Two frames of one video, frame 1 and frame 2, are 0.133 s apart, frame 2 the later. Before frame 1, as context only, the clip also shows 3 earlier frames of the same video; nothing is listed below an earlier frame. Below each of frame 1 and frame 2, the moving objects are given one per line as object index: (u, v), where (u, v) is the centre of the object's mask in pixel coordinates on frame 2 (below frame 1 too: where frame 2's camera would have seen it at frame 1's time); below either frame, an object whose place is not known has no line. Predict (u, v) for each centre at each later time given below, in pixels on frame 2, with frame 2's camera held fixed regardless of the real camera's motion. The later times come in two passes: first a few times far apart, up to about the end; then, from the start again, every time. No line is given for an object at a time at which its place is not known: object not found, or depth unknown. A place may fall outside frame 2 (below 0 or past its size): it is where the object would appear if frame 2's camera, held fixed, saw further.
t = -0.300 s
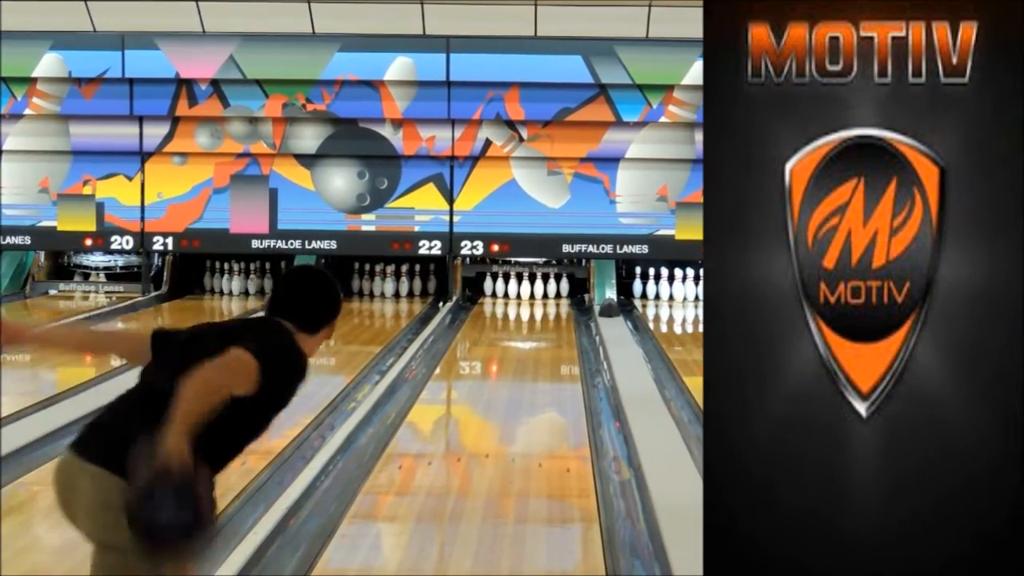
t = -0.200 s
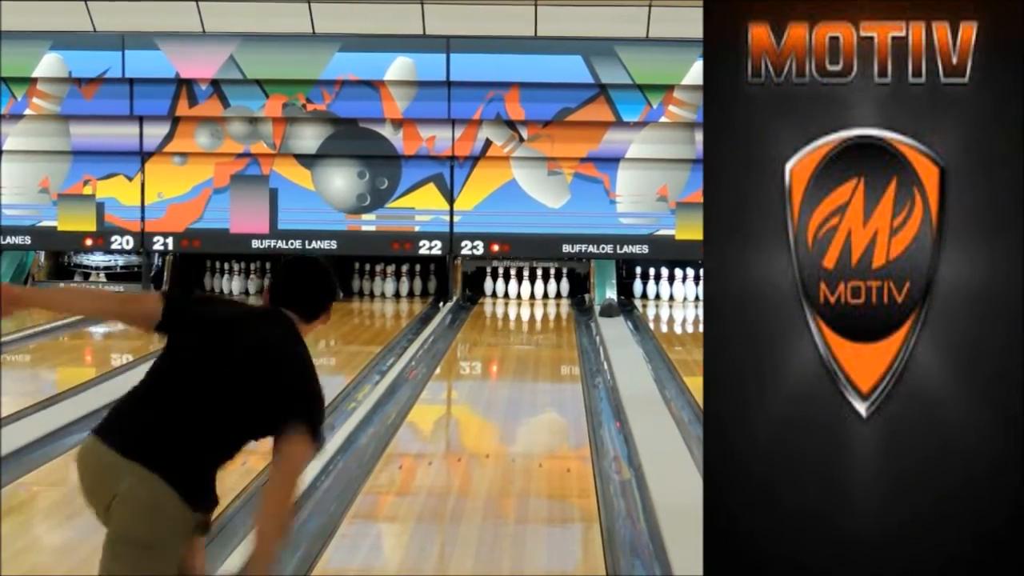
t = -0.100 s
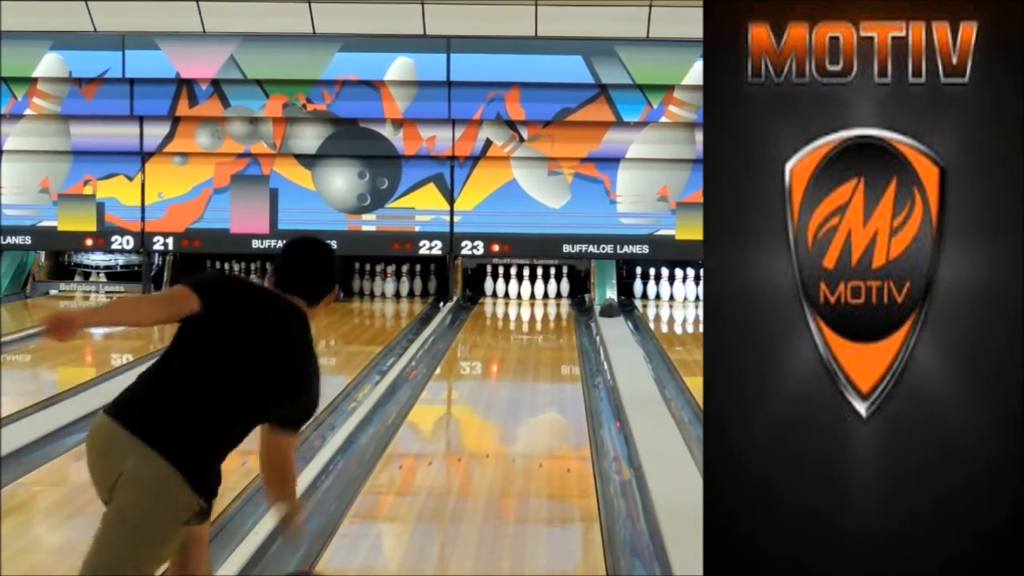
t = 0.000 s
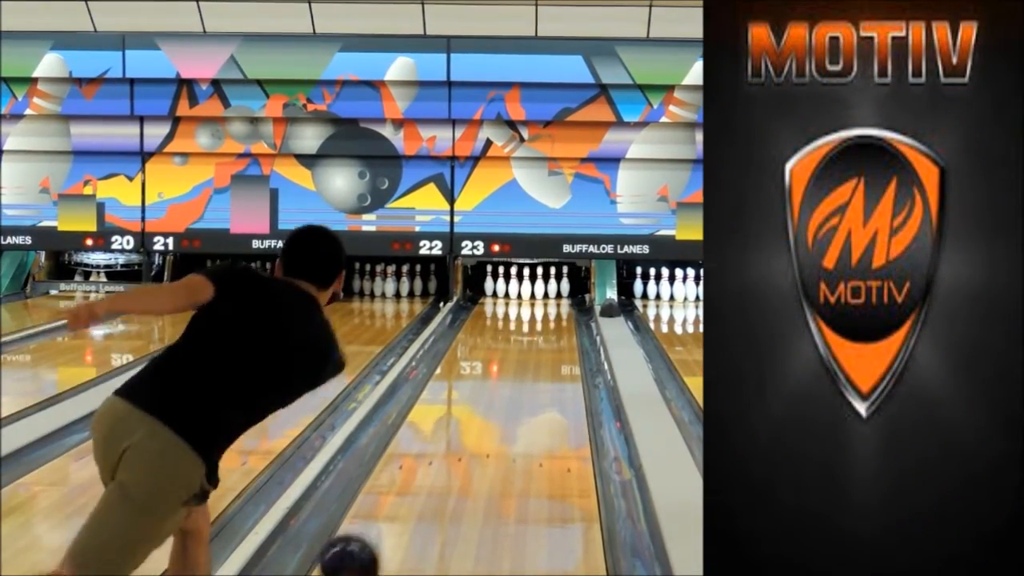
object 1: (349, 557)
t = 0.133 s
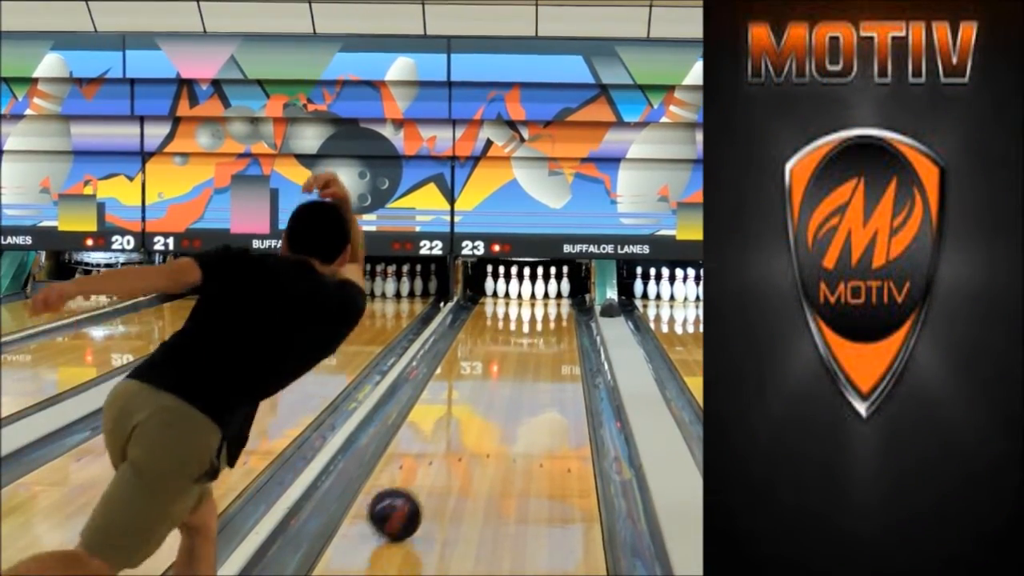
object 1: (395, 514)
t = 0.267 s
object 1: (429, 473)
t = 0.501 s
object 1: (472, 423)
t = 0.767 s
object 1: (505, 384)
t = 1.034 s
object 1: (527, 355)
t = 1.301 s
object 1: (542, 334)
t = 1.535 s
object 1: (550, 319)
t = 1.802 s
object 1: (548, 306)
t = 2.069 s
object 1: (538, 295)
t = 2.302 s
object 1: (532, 290)
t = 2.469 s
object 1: (528, 289)
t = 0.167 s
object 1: (404, 503)
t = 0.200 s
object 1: (413, 492)
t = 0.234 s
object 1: (421, 483)
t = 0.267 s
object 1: (429, 473)
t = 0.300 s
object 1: (436, 465)
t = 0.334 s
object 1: (443, 457)
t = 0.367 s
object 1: (450, 449)
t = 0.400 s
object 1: (455, 442)
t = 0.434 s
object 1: (461, 435)
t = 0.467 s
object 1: (467, 429)
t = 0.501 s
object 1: (472, 423)
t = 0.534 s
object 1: (477, 417)
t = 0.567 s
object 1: (482, 412)
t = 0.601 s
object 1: (486, 406)
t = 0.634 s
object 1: (490, 401)
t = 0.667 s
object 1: (494, 396)
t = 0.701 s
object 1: (498, 392)
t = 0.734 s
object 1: (501, 388)
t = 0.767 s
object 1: (505, 384)
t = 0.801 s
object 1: (508, 379)
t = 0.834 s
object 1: (511, 375)
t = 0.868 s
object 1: (514, 372)
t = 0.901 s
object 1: (517, 368)
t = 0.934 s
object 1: (520, 365)
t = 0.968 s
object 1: (522, 362)
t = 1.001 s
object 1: (525, 358)
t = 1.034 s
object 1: (527, 355)
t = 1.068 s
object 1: (529, 352)
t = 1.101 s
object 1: (532, 349)
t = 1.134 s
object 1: (534, 346)
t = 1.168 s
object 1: (535, 344)
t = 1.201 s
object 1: (537, 342)
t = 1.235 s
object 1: (539, 339)
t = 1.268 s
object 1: (541, 336)
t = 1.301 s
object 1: (542, 334)
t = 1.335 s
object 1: (544, 331)
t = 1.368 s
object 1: (545, 329)
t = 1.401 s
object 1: (546, 327)
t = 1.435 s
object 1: (547, 325)
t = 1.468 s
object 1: (548, 323)
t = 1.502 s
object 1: (549, 321)
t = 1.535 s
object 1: (550, 319)
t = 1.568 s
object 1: (550, 317)
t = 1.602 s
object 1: (550, 315)
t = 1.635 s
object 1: (550, 313)
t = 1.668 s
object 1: (550, 312)
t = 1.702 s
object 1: (549, 310)
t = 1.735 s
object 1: (549, 309)
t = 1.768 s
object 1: (548, 307)
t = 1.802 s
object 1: (548, 306)
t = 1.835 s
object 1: (547, 304)
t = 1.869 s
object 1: (546, 303)
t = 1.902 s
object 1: (545, 302)
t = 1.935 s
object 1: (544, 301)
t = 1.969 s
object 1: (542, 299)
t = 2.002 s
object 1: (541, 298)
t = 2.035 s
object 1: (539, 297)
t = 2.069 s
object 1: (538, 295)
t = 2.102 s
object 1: (536, 294)
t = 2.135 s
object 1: (534, 293)
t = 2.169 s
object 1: (533, 292)
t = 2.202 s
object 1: (533, 292)
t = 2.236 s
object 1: (532, 291)
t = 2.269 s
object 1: (532, 291)
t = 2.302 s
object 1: (532, 290)
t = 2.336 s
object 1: (531, 289)
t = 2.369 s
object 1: (530, 289)
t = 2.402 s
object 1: (529, 289)
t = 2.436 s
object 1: (529, 289)
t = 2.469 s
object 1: (528, 289)
